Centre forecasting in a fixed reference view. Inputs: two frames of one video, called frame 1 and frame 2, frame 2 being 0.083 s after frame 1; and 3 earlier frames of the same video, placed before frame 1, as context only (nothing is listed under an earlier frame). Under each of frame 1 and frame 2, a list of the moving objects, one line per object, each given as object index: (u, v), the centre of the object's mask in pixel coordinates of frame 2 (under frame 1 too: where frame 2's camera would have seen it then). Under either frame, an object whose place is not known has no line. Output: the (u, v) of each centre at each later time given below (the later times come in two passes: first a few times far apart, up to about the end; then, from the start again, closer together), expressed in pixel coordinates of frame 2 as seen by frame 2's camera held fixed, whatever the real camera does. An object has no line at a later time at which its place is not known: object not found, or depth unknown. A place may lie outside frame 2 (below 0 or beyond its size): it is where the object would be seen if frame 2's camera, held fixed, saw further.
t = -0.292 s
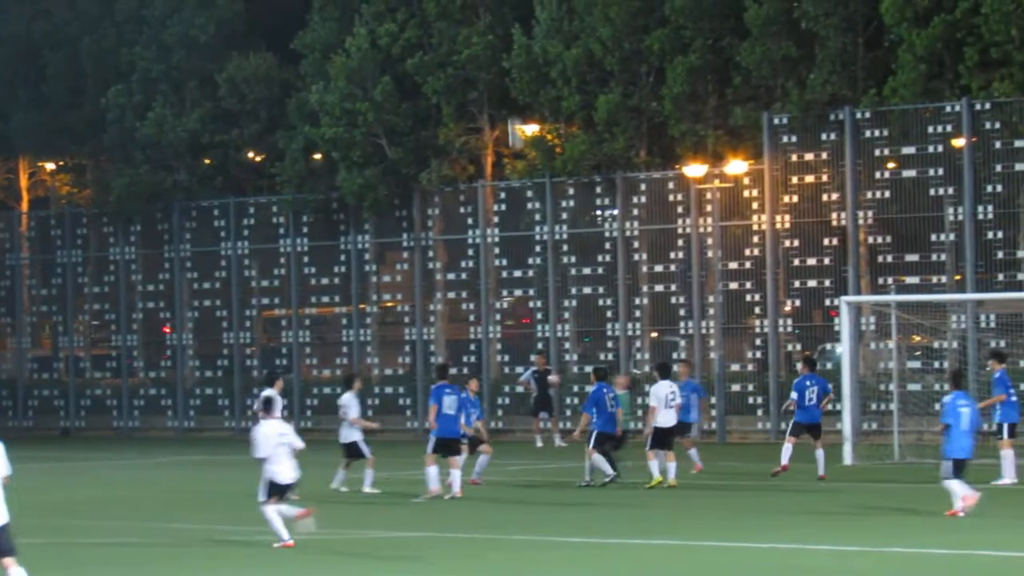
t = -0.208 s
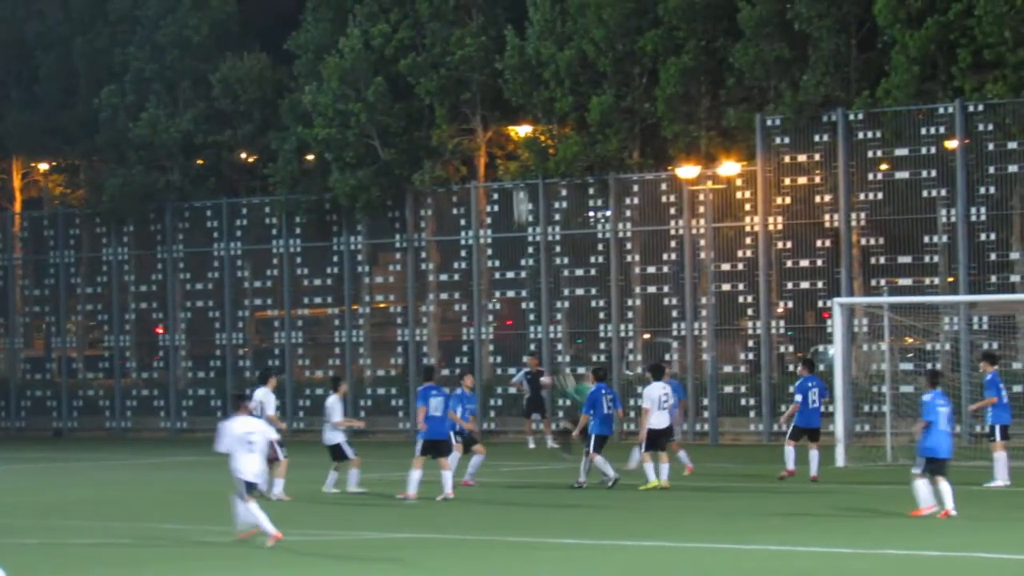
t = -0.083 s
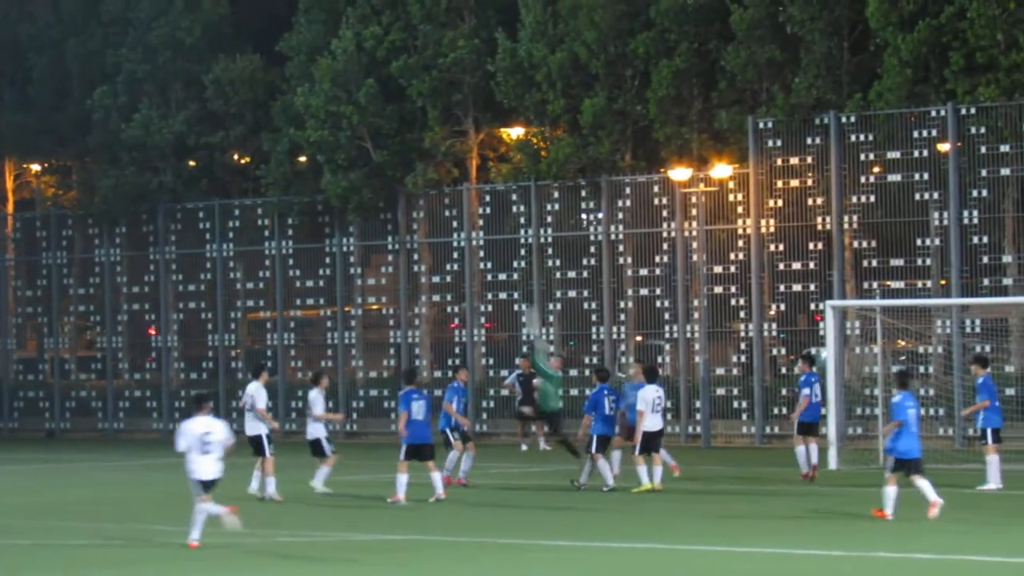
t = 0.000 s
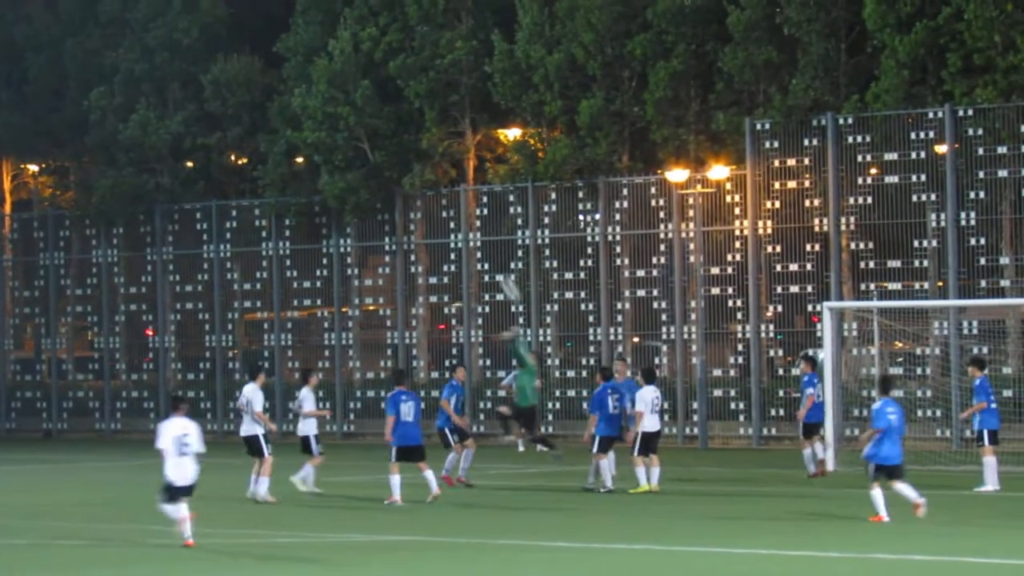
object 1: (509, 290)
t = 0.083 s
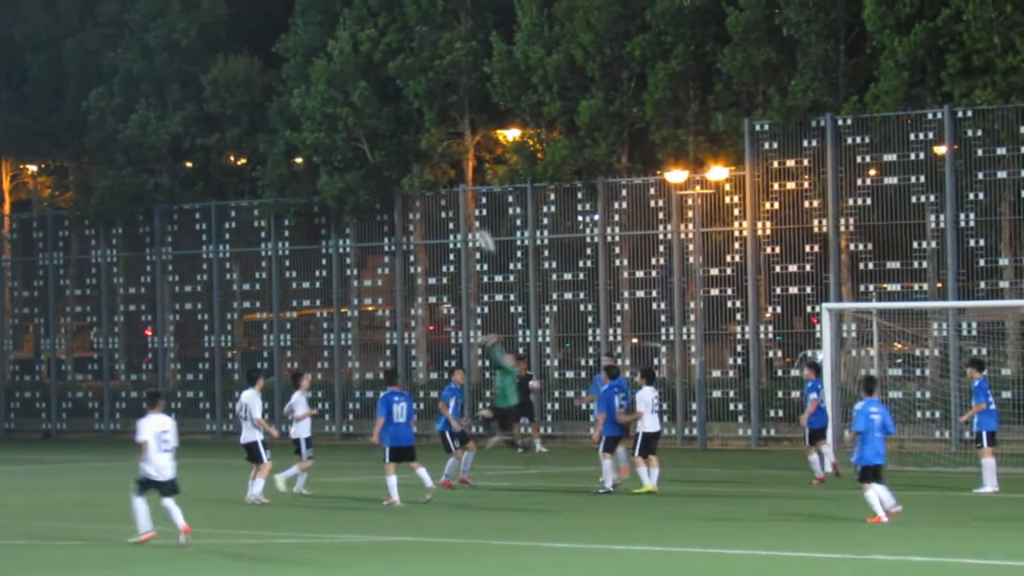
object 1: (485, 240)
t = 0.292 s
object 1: (422, 138)
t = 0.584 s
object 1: (333, 51)
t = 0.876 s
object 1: (247, 31)
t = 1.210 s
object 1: (146, 93)
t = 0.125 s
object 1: (472, 217)
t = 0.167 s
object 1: (460, 195)
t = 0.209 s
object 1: (447, 174)
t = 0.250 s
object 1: (435, 156)
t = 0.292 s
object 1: (422, 138)
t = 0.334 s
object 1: (410, 121)
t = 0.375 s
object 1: (397, 107)
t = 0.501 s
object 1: (359, 70)
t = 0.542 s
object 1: (346, 59)
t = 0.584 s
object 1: (333, 51)
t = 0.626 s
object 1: (321, 45)
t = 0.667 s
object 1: (309, 39)
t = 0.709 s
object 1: (296, 34)
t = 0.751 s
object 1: (284, 31)
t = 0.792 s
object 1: (272, 30)
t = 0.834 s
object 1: (260, 30)
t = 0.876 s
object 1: (247, 31)
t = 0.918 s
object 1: (235, 33)
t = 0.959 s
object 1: (222, 38)
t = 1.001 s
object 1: (210, 43)
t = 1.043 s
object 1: (197, 50)
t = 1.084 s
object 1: (184, 59)
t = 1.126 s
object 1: (171, 69)
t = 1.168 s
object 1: (159, 81)
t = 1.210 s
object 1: (146, 93)
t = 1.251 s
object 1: (134, 108)
